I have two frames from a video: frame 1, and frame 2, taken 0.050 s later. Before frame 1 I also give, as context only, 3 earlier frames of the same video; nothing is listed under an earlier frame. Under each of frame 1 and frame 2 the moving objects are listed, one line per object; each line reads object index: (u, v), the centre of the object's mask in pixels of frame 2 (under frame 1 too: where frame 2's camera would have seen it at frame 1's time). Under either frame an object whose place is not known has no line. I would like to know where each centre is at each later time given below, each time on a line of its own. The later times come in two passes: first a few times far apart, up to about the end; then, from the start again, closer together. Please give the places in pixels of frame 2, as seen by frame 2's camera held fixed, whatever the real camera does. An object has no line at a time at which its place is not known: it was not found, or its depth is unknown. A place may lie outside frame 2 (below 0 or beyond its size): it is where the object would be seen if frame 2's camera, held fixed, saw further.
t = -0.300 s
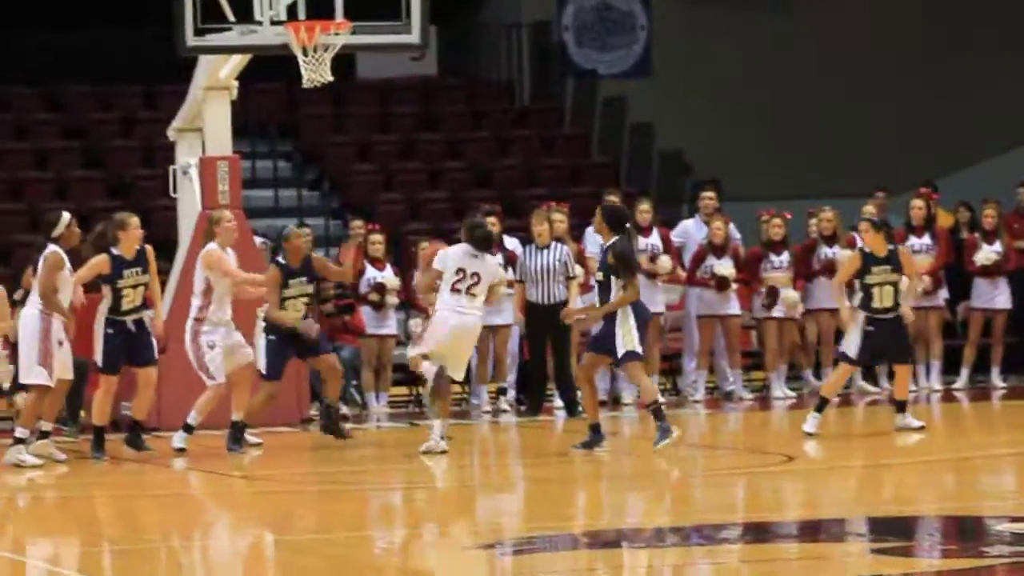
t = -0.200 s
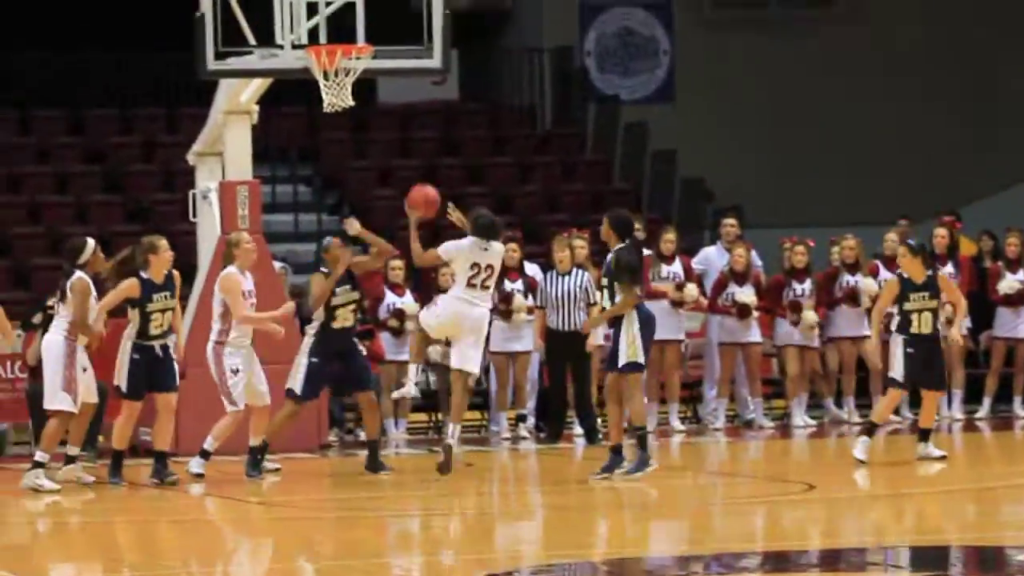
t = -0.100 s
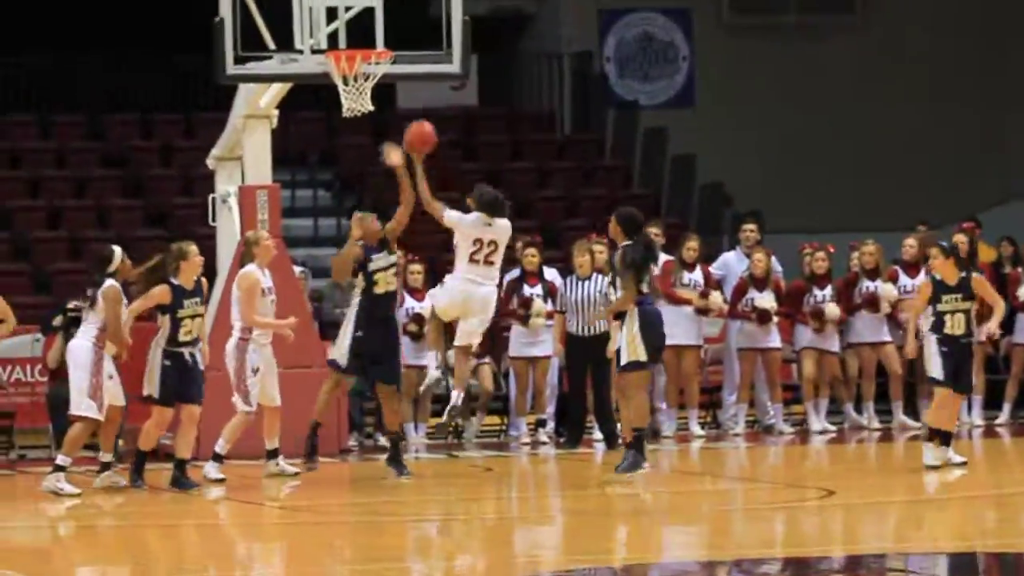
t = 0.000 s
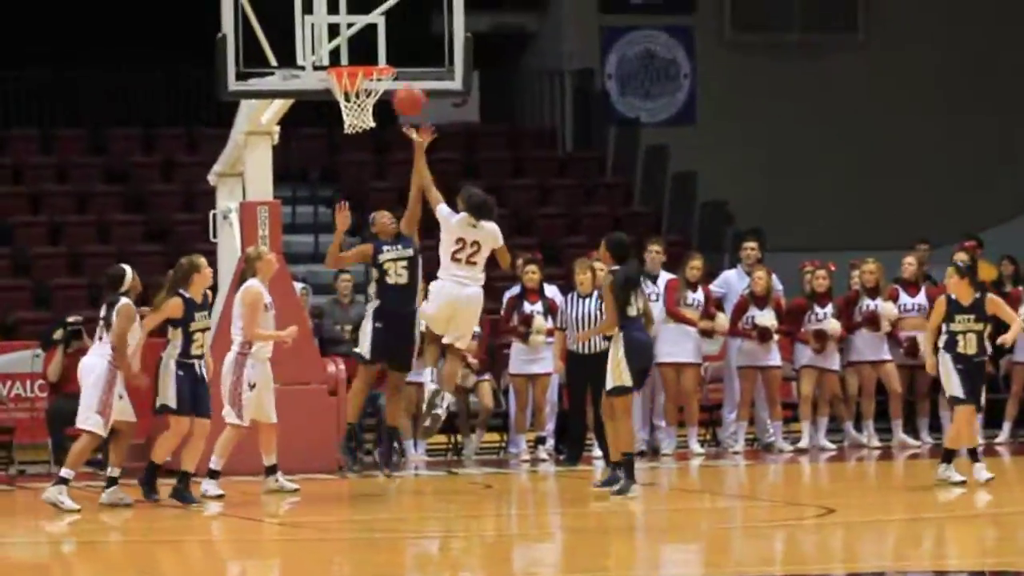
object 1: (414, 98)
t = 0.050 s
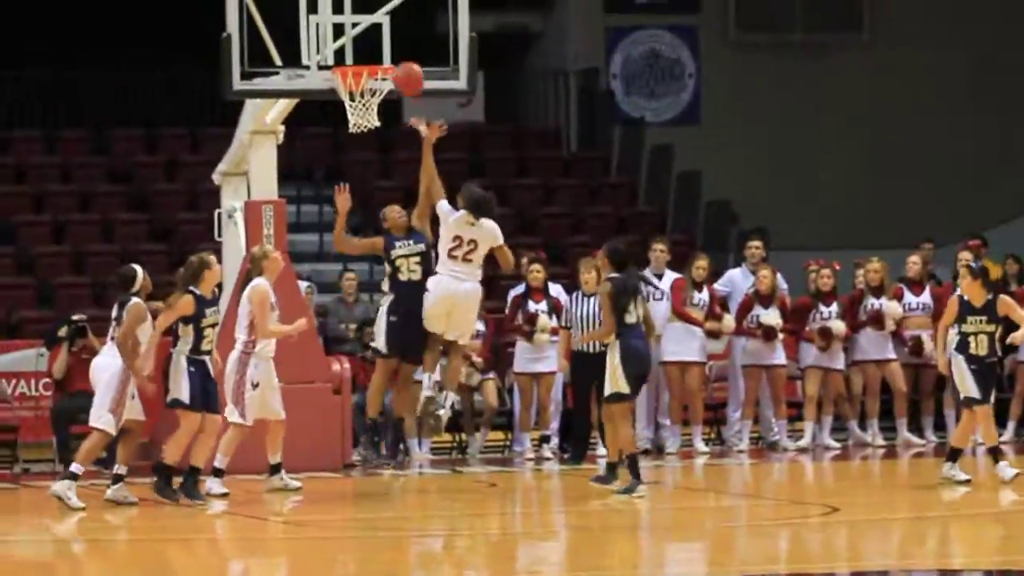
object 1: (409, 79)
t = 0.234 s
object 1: (388, 29)
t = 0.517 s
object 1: (360, 48)
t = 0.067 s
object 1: (408, 71)
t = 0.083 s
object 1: (407, 65)
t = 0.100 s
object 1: (405, 61)
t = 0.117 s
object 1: (403, 55)
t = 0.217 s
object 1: (389, 31)
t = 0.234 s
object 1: (388, 29)
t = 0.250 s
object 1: (387, 28)
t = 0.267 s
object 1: (385, 27)
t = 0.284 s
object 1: (383, 26)
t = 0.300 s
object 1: (380, 25)
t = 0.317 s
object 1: (378, 24)
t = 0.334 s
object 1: (376, 24)
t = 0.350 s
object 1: (374, 25)
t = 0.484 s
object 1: (362, 41)
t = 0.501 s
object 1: (361, 45)
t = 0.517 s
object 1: (360, 48)
